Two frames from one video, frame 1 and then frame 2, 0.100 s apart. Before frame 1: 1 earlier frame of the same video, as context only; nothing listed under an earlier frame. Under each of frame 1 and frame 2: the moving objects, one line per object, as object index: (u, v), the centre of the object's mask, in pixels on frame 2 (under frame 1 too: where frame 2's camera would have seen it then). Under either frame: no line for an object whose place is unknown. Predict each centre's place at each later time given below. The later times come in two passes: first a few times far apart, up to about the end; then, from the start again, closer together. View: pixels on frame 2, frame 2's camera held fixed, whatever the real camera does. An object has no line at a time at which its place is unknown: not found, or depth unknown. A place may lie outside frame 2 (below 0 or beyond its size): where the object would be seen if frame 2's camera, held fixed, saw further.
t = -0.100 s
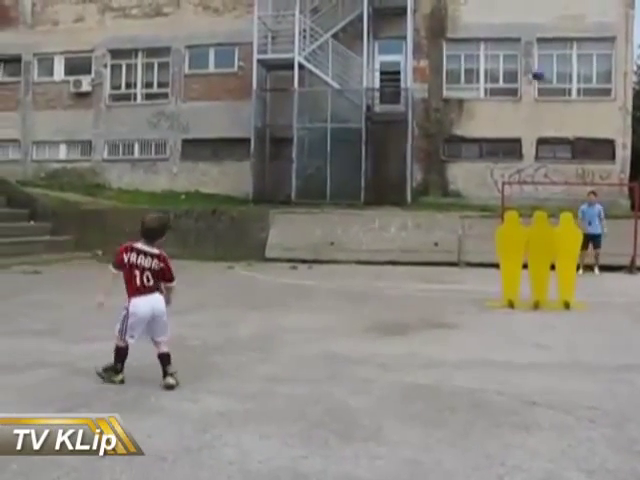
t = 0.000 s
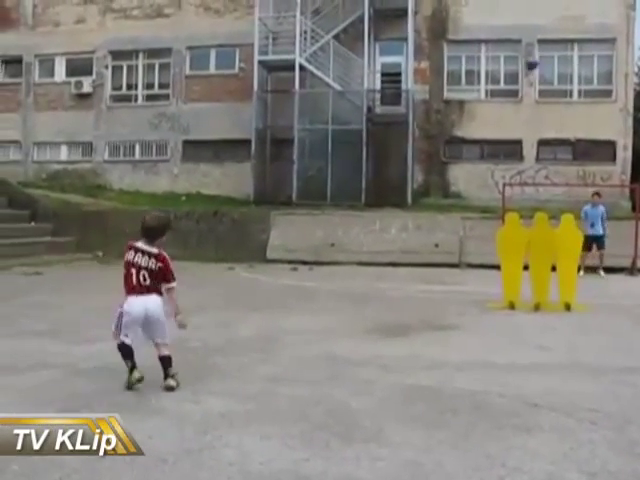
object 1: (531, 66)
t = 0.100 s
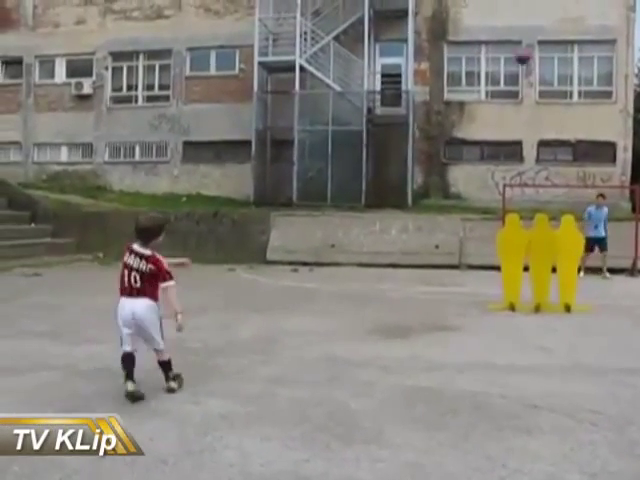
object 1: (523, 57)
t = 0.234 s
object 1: (510, 57)
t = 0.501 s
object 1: (480, 95)
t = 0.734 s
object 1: (451, 189)
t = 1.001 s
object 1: (404, 297)
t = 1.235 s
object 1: (364, 194)
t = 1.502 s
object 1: (304, 145)
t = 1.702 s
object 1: (250, 170)
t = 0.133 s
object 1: (520, 57)
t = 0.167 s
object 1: (516, 56)
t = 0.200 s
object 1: (513, 57)
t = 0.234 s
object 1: (510, 57)
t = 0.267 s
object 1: (506, 58)
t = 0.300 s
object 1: (502, 61)
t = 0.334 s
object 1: (499, 63)
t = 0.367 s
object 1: (496, 66)
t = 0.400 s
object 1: (492, 70)
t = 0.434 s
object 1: (489, 78)
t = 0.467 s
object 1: (484, 87)
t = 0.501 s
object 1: (480, 95)
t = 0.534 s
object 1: (476, 104)
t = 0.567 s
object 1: (472, 114)
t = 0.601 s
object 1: (468, 127)
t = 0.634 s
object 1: (464, 137)
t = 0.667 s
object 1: (459, 154)
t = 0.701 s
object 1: (455, 171)
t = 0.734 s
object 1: (451, 189)
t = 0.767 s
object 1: (445, 208)
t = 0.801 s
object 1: (439, 232)
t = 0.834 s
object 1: (433, 254)
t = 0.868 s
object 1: (428, 279)
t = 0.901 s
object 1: (421, 305)
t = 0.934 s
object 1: (413, 331)
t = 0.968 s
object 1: (409, 315)
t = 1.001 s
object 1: (404, 297)
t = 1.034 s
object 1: (399, 280)
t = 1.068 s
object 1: (394, 264)
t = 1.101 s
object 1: (388, 248)
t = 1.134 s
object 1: (381, 232)
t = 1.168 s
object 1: (375, 219)
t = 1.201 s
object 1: (369, 206)
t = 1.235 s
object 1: (364, 194)
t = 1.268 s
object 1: (359, 182)
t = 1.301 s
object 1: (351, 174)
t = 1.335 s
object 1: (343, 164)
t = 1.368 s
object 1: (334, 158)
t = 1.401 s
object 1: (327, 153)
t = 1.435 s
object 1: (321, 150)
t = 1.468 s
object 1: (313, 145)
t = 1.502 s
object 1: (304, 145)
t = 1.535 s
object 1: (297, 144)
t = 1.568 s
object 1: (286, 144)
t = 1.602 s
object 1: (278, 148)
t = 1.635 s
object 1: (271, 152)
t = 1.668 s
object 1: (260, 162)
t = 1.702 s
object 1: (250, 170)
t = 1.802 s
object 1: (218, 207)
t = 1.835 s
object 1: (208, 224)
